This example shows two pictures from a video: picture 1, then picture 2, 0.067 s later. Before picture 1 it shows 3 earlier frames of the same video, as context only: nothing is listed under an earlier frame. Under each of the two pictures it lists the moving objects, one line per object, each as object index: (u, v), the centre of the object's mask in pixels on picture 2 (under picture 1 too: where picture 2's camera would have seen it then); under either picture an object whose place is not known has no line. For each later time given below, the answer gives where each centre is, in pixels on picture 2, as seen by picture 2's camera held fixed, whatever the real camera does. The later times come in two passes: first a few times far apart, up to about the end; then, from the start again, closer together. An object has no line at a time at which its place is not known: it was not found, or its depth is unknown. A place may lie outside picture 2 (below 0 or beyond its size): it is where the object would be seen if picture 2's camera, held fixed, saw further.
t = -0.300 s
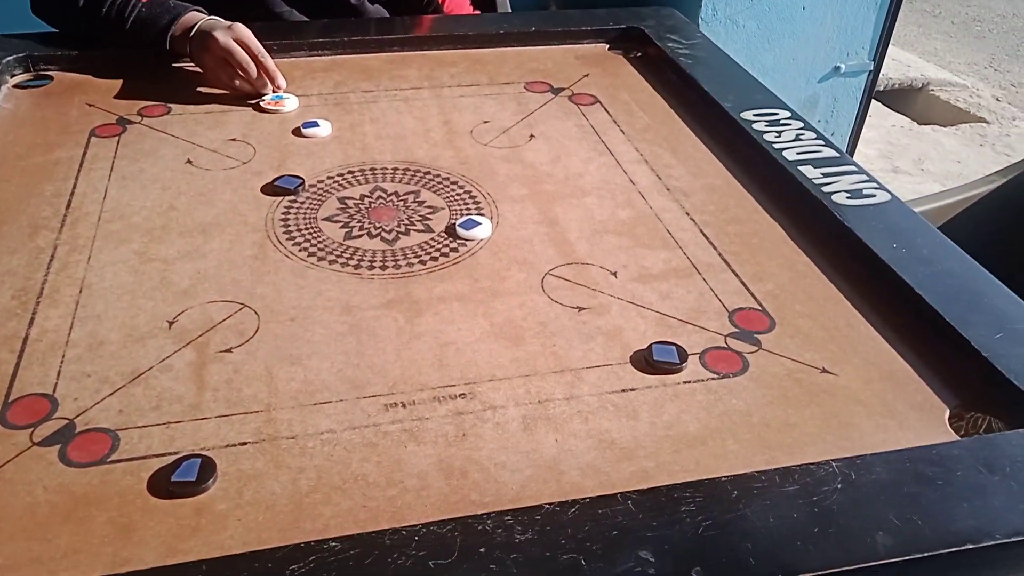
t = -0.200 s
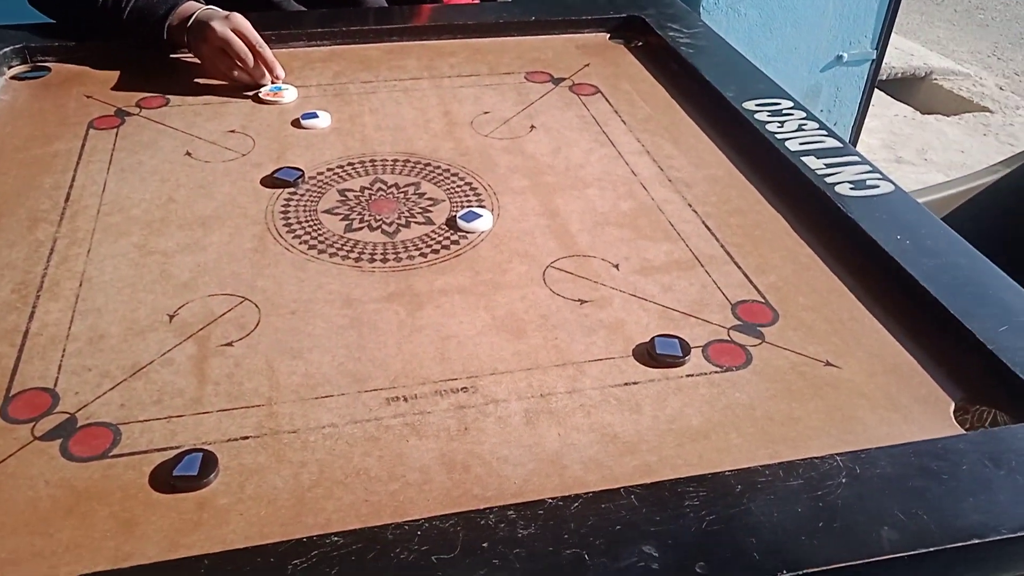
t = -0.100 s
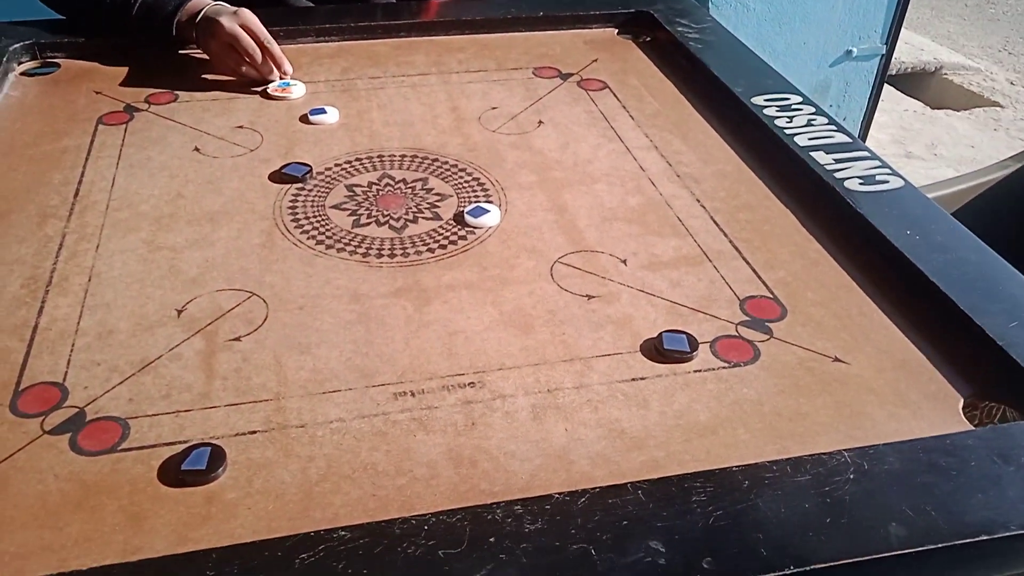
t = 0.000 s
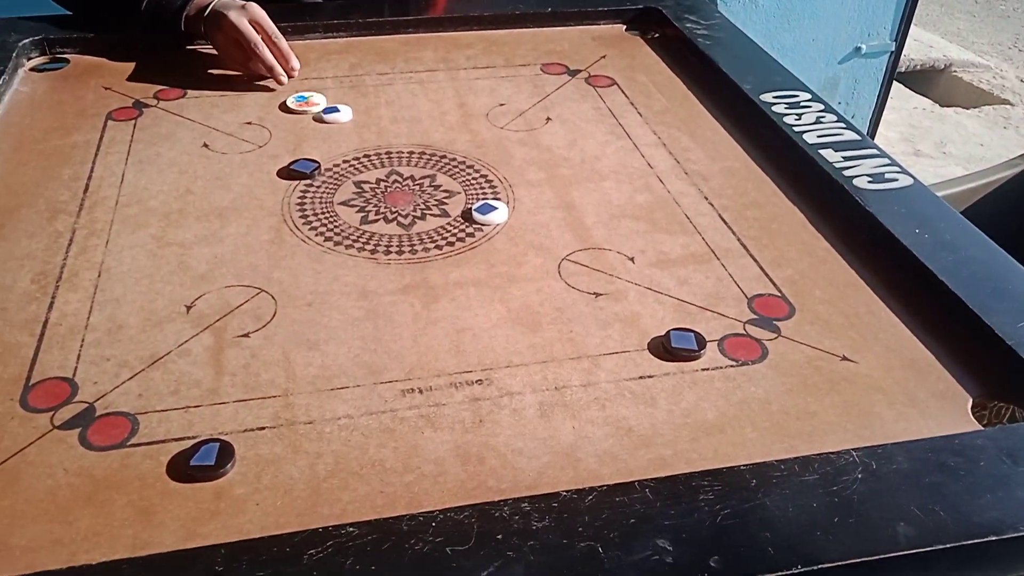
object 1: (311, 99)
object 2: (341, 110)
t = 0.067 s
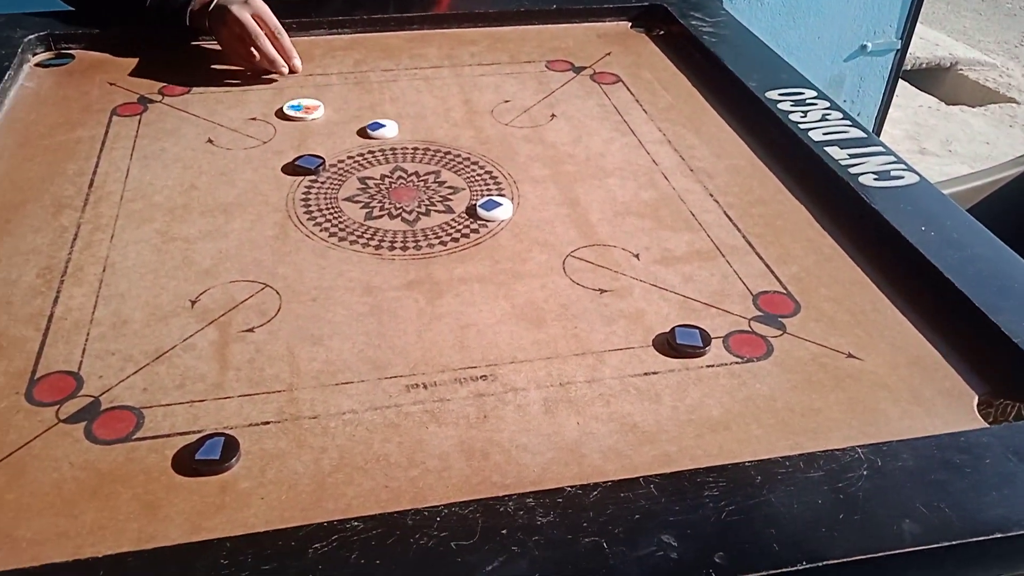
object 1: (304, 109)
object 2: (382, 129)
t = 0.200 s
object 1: (289, 129)
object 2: (466, 169)
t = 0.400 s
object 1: (269, 158)
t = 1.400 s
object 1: (223, 232)
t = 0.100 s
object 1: (300, 114)
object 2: (403, 139)
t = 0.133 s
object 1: (296, 119)
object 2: (424, 149)
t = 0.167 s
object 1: (293, 124)
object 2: (445, 159)
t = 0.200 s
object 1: (289, 129)
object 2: (466, 169)
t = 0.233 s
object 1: (286, 134)
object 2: (487, 180)
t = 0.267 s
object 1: (283, 139)
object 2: (509, 188)
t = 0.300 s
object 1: (280, 144)
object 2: (530, 199)
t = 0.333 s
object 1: (276, 149)
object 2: (550, 210)
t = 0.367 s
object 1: (273, 153)
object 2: (572, 219)
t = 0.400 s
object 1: (269, 158)
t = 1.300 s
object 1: (224, 231)
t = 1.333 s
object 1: (224, 231)
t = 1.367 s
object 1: (223, 232)
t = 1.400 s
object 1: (223, 232)
